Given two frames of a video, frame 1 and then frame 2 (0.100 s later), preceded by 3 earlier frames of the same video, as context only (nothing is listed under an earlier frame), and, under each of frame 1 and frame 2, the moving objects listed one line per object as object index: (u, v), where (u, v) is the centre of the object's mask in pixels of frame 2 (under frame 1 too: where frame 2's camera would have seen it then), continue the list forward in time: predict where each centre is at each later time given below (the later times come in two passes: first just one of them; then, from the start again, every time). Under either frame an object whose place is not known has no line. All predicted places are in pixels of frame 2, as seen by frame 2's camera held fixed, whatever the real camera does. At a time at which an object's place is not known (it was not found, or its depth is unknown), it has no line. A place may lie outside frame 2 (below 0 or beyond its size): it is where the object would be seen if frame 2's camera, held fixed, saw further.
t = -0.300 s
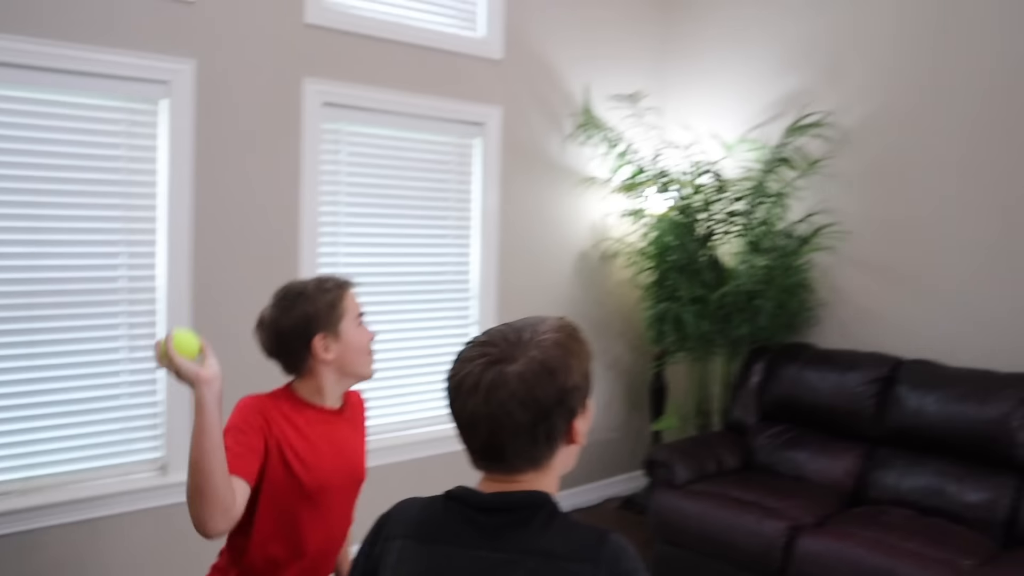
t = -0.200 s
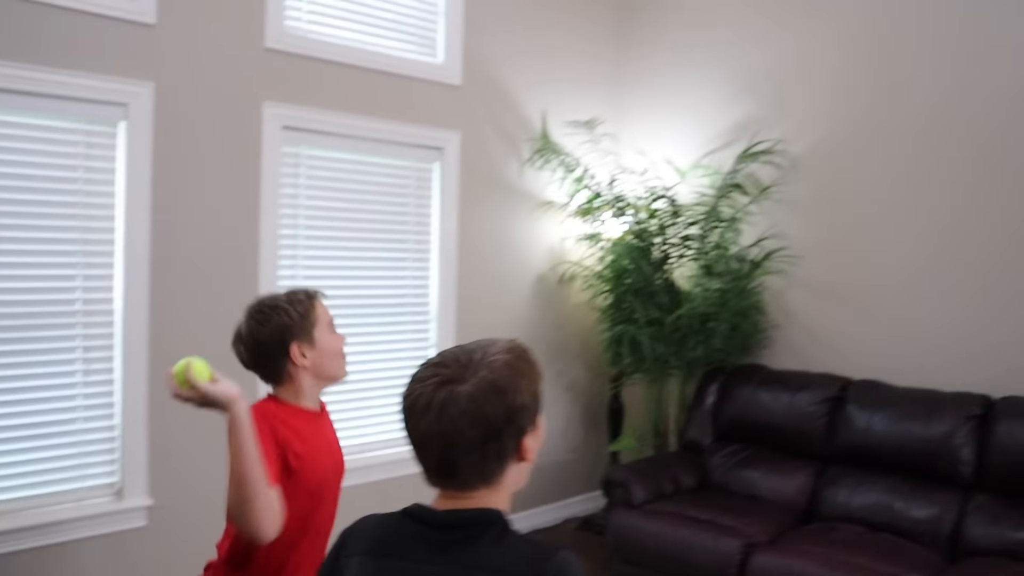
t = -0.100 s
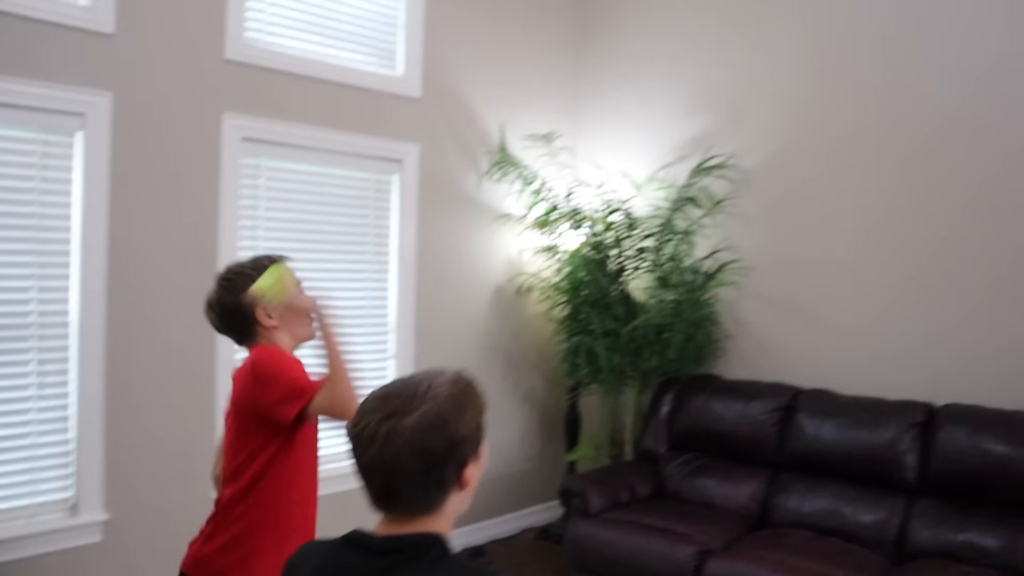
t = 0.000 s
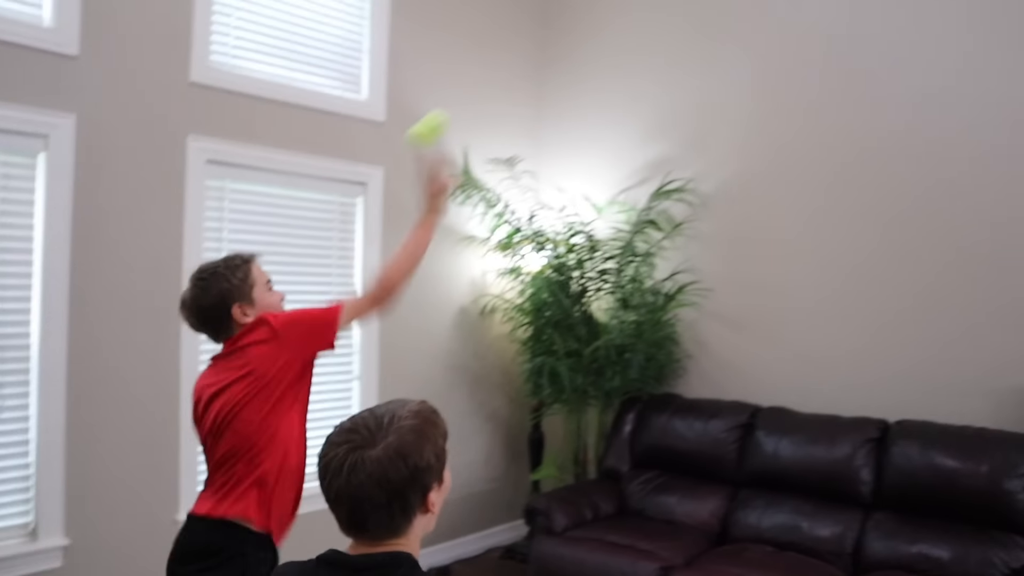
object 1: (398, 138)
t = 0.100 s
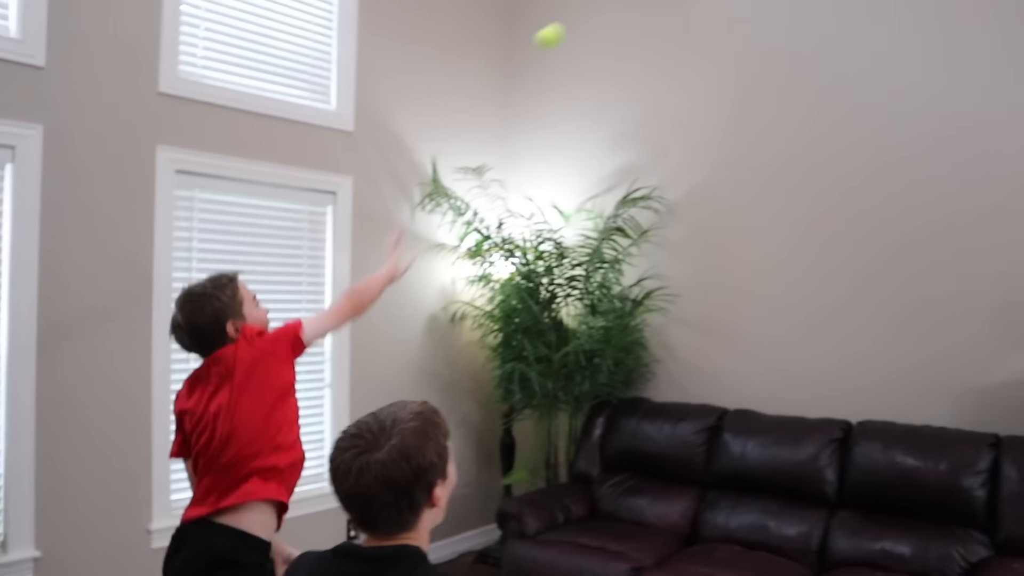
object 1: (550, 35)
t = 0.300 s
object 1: (713, -17)
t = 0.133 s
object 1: (586, 16)
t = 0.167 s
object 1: (618, 3)
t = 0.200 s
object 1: (646, -5)
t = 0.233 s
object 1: (671, -12)
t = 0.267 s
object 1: (694, -16)
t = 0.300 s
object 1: (713, -17)
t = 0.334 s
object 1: (731, -15)
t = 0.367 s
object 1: (748, -12)
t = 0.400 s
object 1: (762, -9)
